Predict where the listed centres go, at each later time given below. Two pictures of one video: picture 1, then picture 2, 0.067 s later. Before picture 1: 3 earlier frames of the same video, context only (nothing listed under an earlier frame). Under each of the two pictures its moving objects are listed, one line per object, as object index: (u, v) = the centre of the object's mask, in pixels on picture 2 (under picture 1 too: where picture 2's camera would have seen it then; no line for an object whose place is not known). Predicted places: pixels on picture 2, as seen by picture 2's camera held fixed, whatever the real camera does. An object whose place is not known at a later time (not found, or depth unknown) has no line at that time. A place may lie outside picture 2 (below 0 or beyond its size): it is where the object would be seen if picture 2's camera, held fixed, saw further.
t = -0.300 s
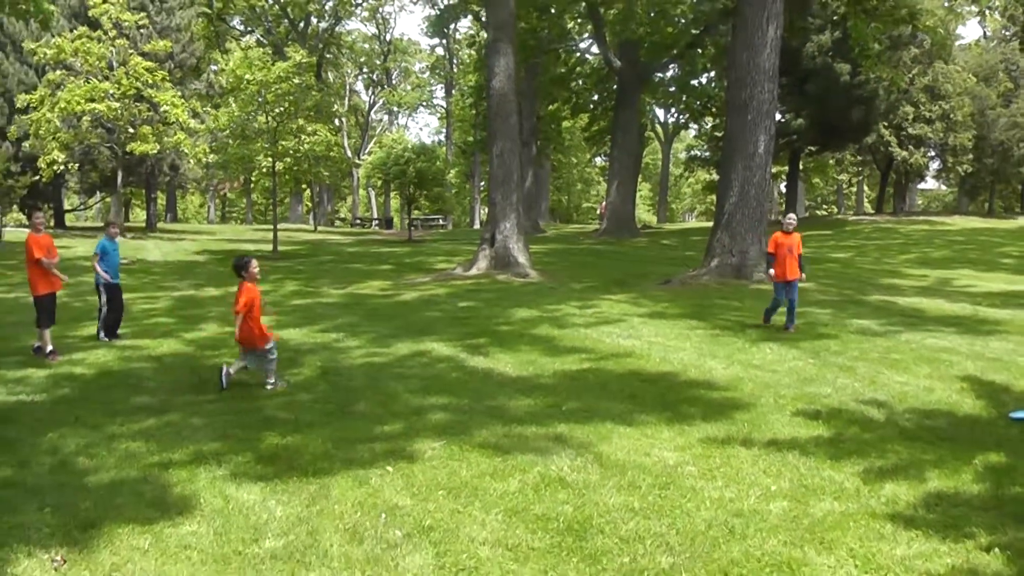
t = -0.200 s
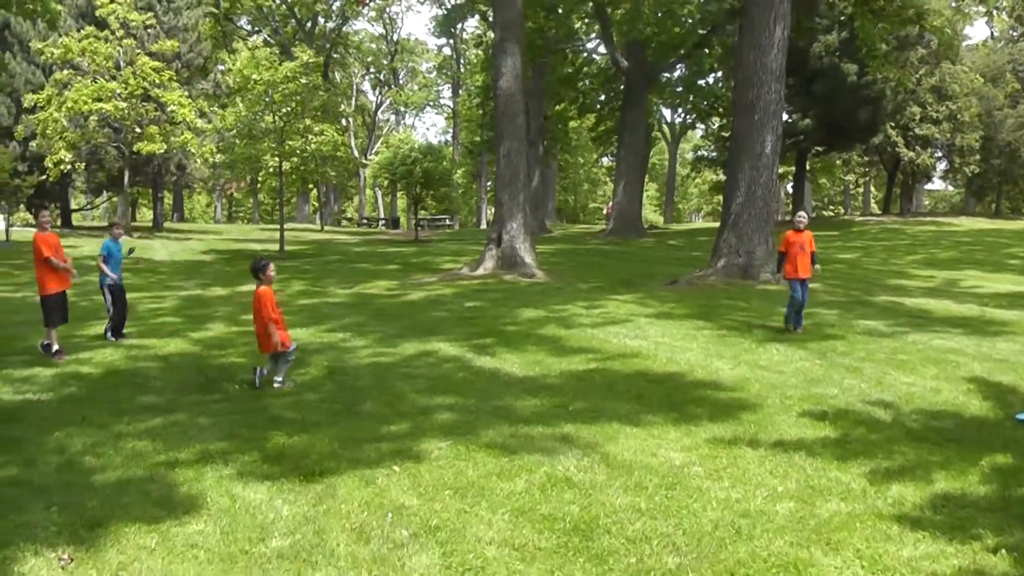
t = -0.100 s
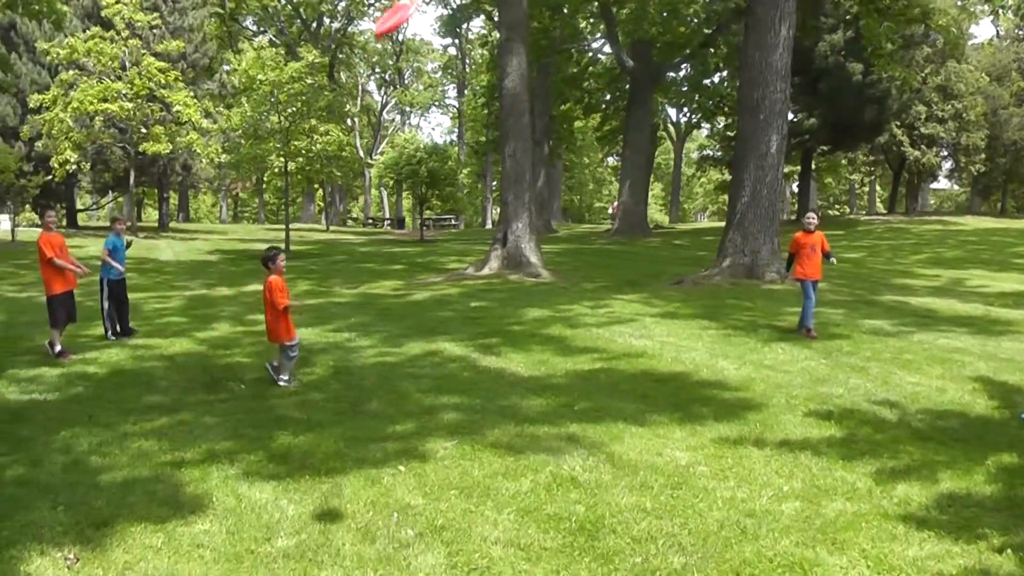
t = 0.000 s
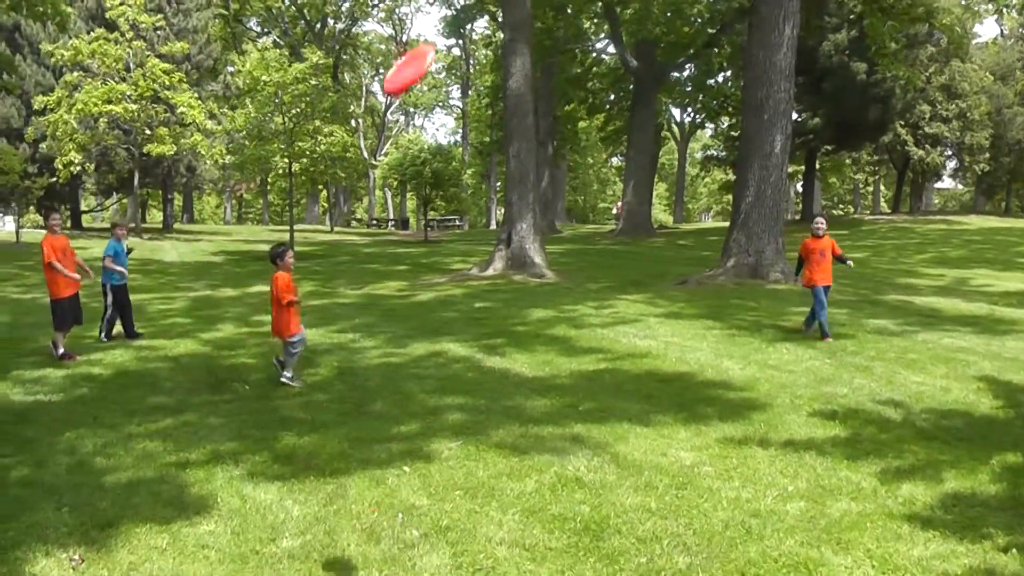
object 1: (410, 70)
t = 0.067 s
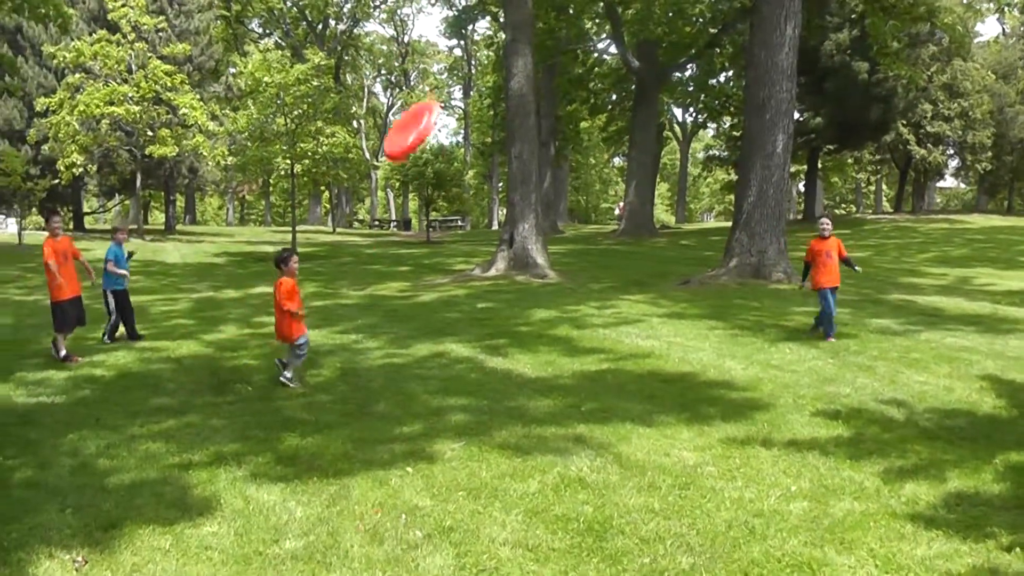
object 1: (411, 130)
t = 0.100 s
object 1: (412, 169)
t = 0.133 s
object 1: (409, 218)
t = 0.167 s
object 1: (406, 279)
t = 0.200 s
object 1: (398, 357)
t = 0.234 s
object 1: (388, 452)
